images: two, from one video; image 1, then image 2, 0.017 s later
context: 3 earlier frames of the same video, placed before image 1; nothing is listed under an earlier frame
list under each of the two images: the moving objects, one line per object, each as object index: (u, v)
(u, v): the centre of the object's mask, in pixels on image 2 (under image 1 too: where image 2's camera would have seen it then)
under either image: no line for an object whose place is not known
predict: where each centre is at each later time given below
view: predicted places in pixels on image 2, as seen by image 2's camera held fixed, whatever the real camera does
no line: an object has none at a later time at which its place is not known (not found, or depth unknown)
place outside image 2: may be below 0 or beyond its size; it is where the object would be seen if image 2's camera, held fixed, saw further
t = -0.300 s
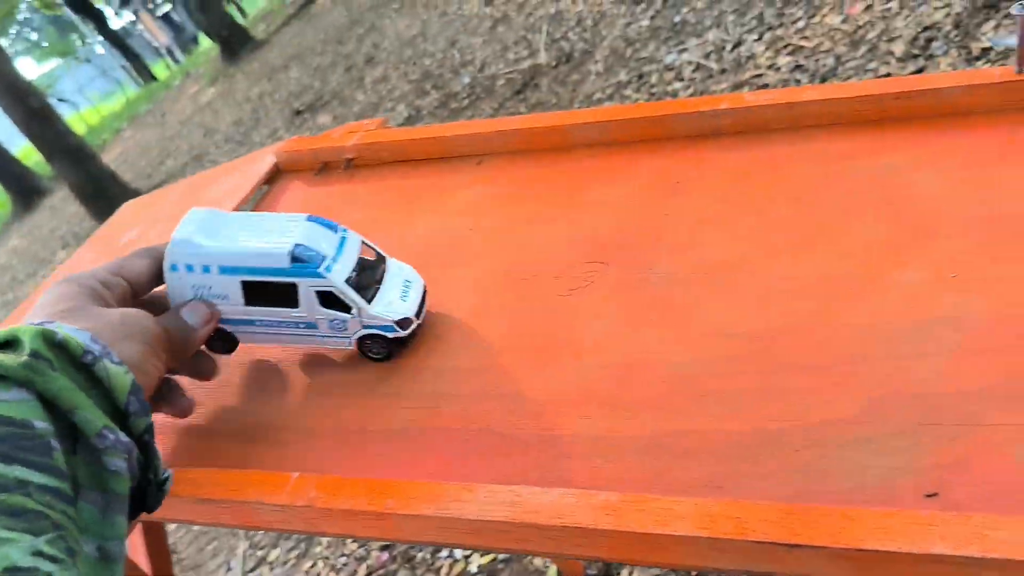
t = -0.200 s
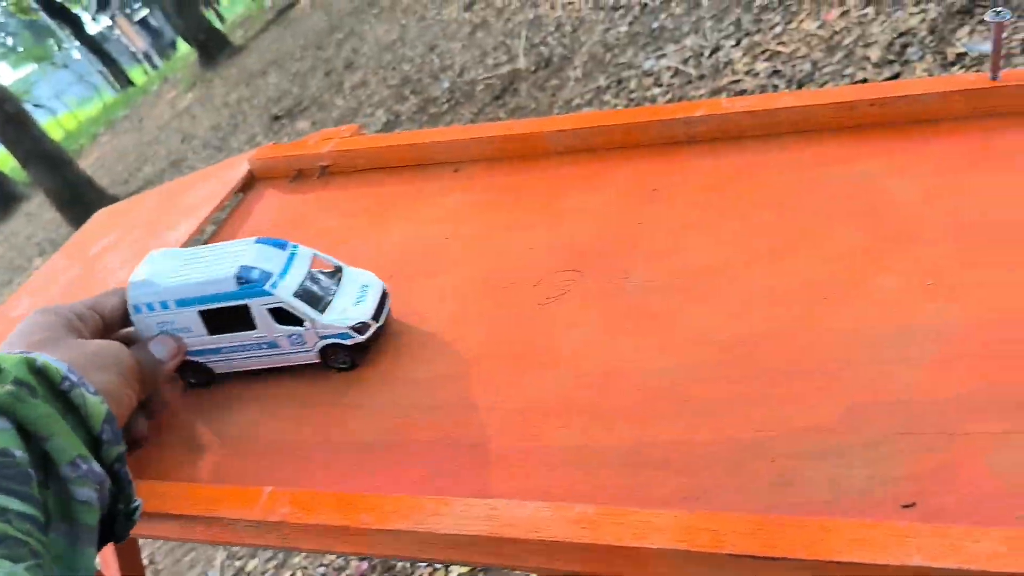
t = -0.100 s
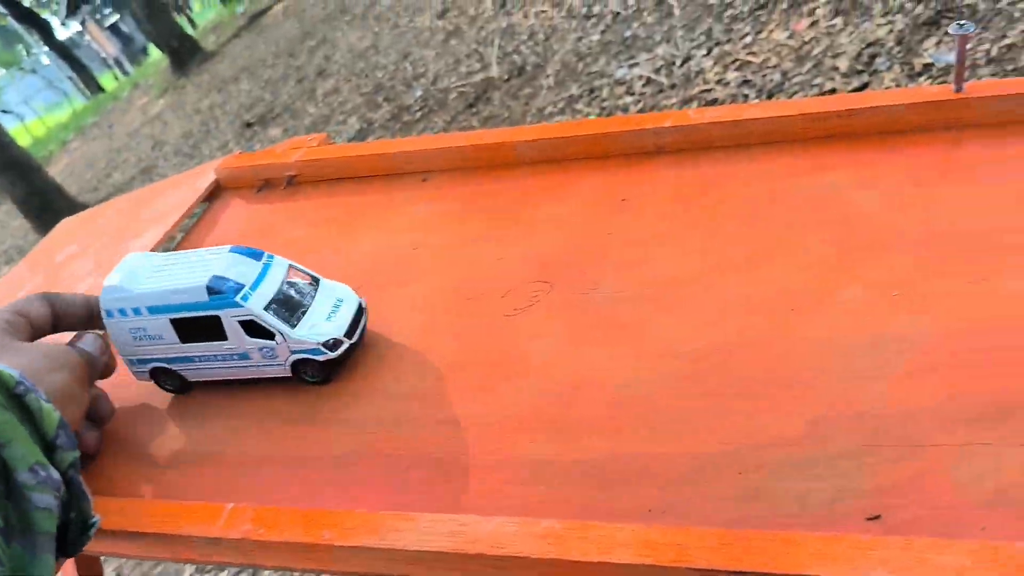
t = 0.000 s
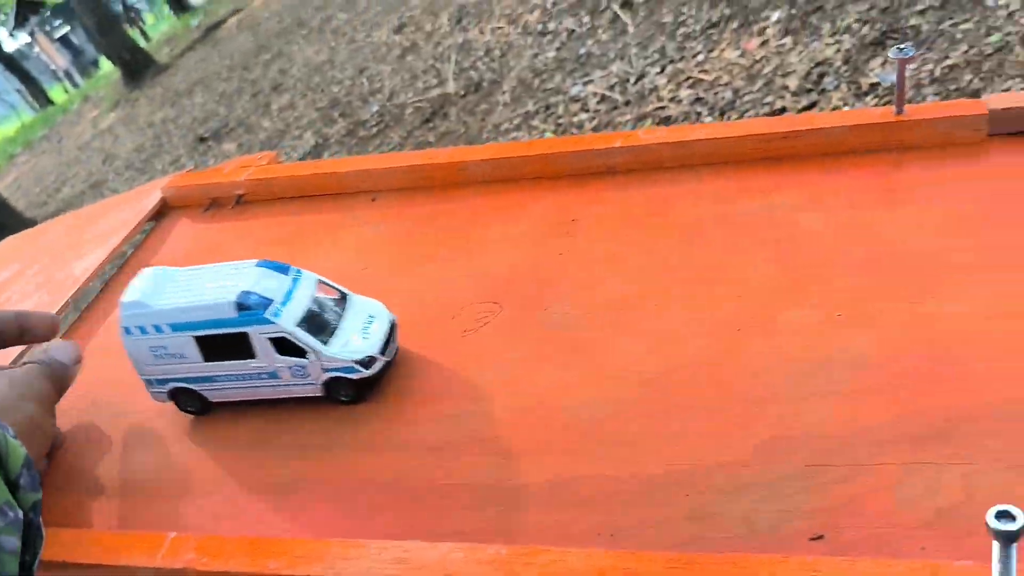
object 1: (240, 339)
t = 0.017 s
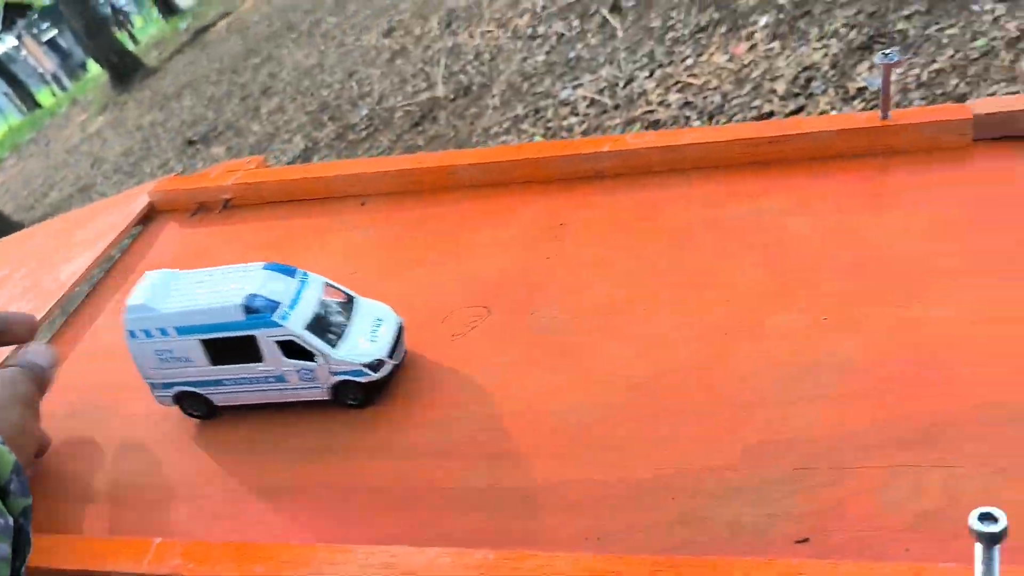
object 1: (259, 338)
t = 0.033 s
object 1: (278, 336)
